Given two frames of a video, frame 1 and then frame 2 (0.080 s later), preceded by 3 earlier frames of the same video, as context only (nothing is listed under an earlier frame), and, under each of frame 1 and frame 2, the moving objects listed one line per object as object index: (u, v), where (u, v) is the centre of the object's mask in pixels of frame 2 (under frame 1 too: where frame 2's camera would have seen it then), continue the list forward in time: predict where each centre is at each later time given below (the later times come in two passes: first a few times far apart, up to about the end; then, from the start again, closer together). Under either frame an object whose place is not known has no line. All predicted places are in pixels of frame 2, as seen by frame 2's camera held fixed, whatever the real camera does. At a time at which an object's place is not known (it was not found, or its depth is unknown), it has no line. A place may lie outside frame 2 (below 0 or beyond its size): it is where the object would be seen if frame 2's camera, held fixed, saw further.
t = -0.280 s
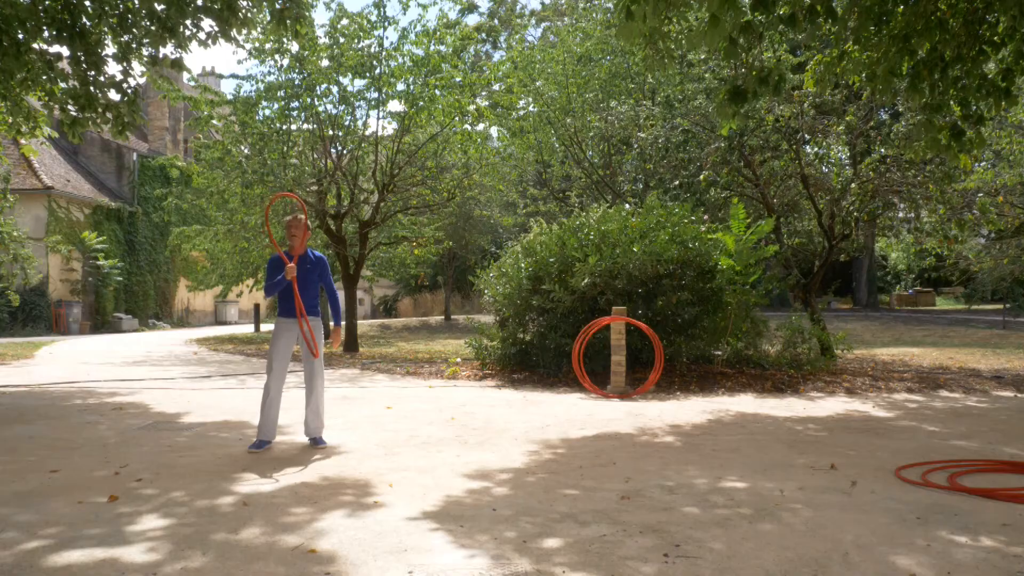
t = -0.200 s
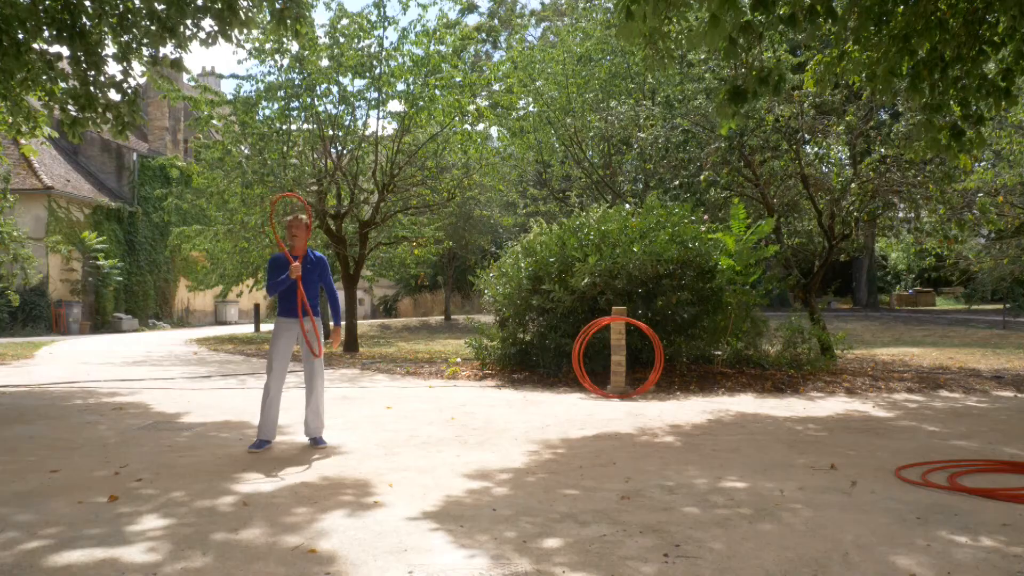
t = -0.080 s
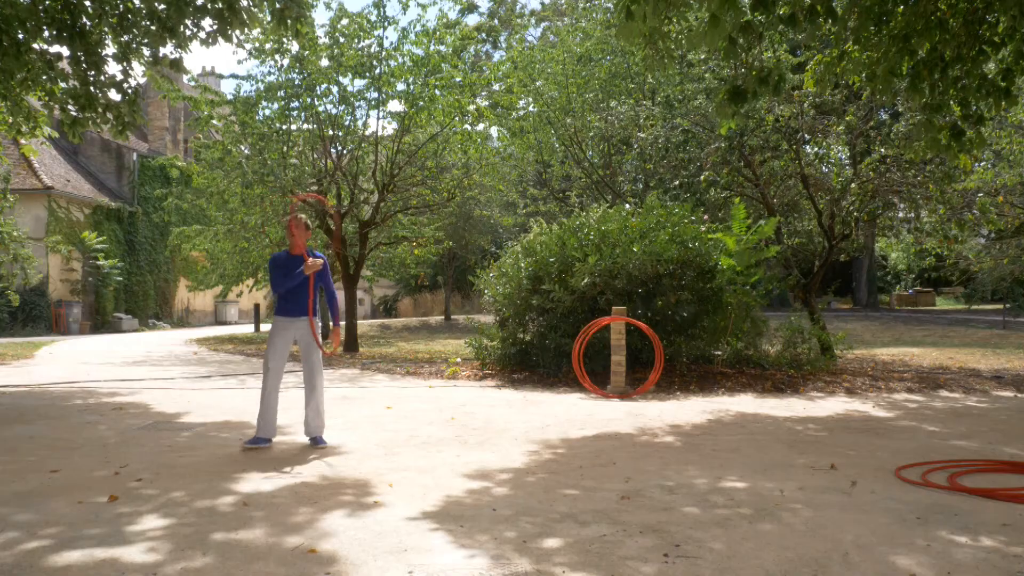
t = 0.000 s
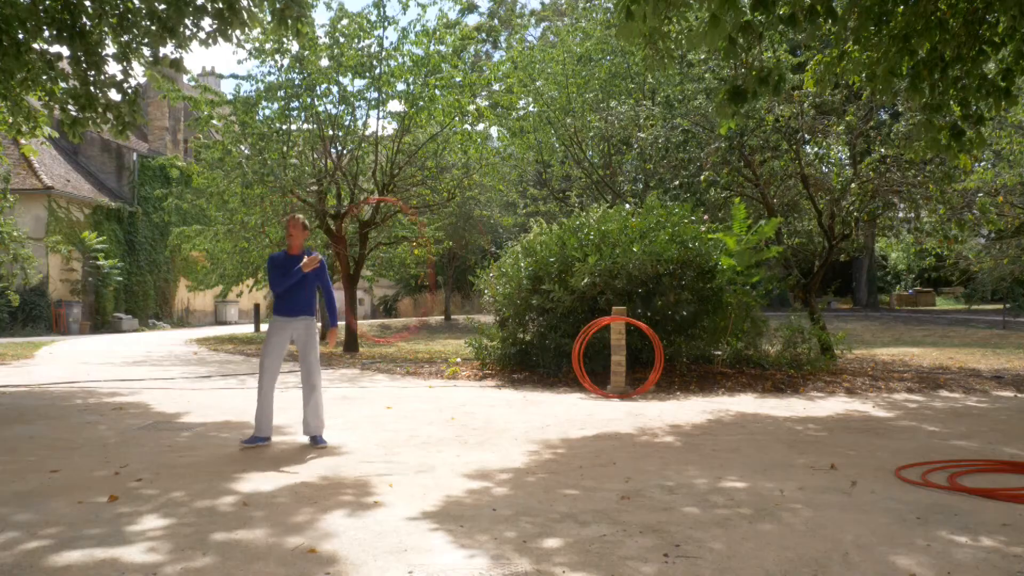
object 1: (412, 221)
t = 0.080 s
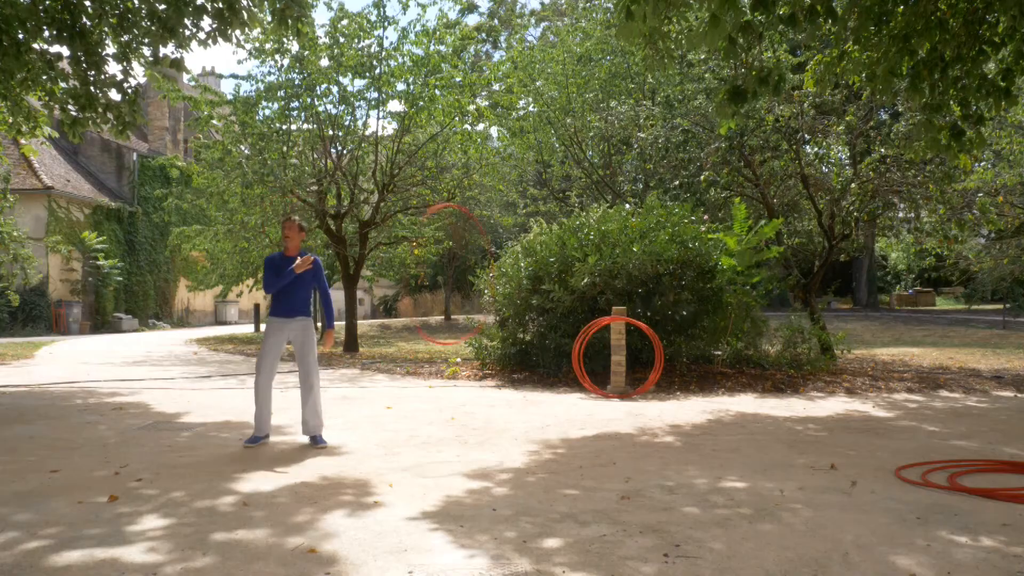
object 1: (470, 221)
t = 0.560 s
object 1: (747, 421)
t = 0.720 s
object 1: (777, 415)
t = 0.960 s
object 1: (796, 425)
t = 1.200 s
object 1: (796, 425)
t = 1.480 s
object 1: (797, 427)
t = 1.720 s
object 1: (794, 427)
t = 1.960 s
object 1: (797, 428)
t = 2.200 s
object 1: (795, 428)
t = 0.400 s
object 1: (674, 360)
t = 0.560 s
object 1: (747, 421)
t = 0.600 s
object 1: (758, 422)
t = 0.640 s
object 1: (765, 419)
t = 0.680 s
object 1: (769, 418)
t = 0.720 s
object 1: (777, 415)
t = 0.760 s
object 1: (778, 415)
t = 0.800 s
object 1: (785, 414)
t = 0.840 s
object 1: (789, 416)
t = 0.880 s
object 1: (792, 418)
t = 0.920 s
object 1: (795, 422)
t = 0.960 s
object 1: (796, 425)
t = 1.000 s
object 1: (799, 426)
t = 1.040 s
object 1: (795, 426)
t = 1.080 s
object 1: (796, 427)
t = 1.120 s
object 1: (795, 425)
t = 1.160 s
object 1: (797, 424)
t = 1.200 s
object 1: (796, 425)
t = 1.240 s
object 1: (794, 426)
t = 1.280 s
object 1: (795, 427)
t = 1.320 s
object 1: (797, 428)
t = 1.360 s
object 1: (798, 428)
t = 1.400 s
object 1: (797, 427)
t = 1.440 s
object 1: (798, 427)
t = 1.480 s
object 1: (797, 427)
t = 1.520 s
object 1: (797, 428)
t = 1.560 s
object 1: (796, 428)
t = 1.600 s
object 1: (795, 427)
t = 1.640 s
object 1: (794, 427)
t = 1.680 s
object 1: (794, 427)
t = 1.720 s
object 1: (794, 427)
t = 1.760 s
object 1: (794, 427)
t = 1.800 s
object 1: (796, 428)
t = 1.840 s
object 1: (796, 428)
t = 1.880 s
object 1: (797, 428)
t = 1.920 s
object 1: (797, 428)
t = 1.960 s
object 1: (797, 428)
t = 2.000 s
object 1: (797, 428)
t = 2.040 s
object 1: (796, 428)
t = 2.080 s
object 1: (796, 428)
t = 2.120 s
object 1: (795, 428)
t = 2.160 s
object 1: (795, 428)
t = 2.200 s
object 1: (795, 428)
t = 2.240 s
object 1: (796, 428)
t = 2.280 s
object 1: (796, 428)
